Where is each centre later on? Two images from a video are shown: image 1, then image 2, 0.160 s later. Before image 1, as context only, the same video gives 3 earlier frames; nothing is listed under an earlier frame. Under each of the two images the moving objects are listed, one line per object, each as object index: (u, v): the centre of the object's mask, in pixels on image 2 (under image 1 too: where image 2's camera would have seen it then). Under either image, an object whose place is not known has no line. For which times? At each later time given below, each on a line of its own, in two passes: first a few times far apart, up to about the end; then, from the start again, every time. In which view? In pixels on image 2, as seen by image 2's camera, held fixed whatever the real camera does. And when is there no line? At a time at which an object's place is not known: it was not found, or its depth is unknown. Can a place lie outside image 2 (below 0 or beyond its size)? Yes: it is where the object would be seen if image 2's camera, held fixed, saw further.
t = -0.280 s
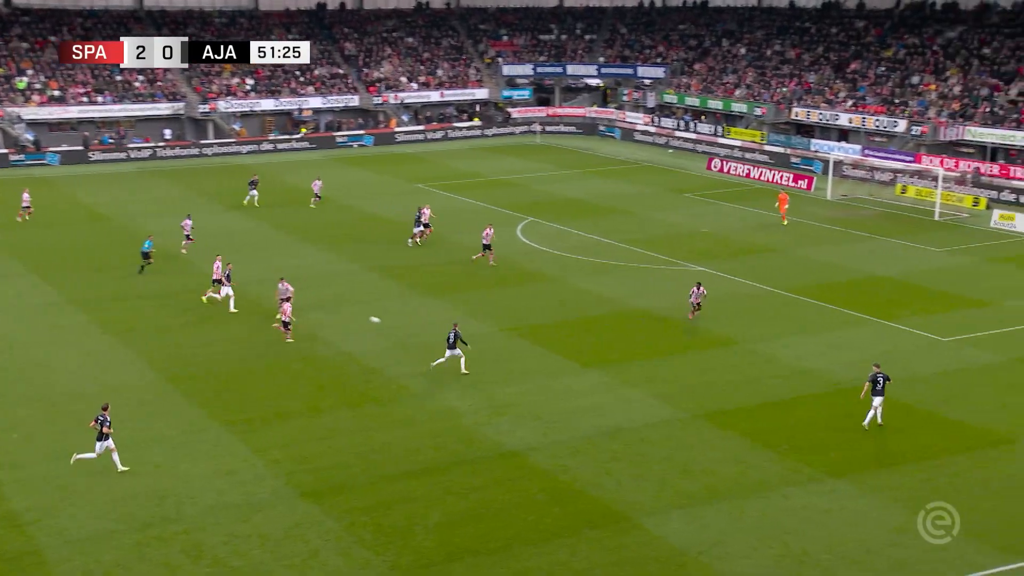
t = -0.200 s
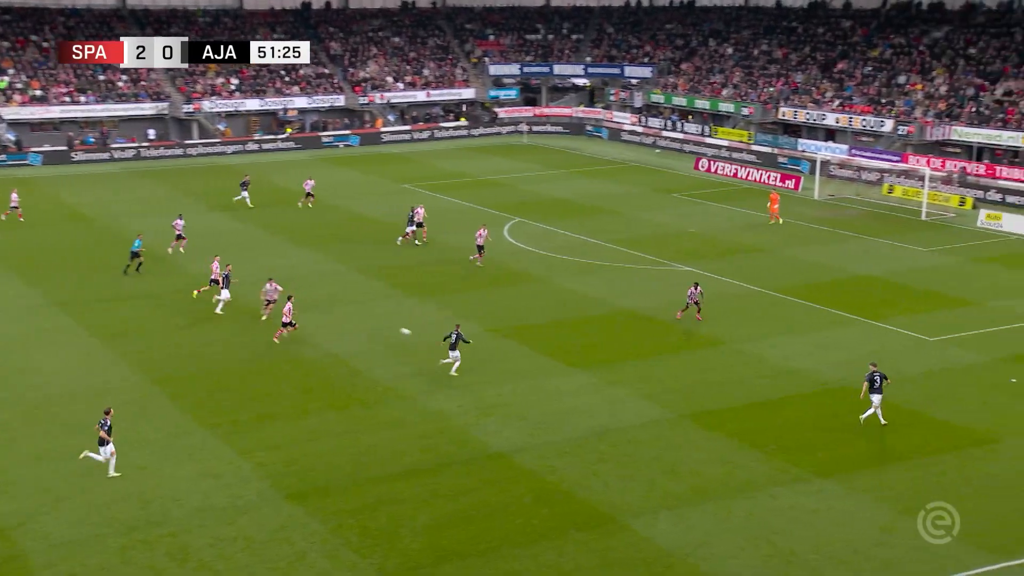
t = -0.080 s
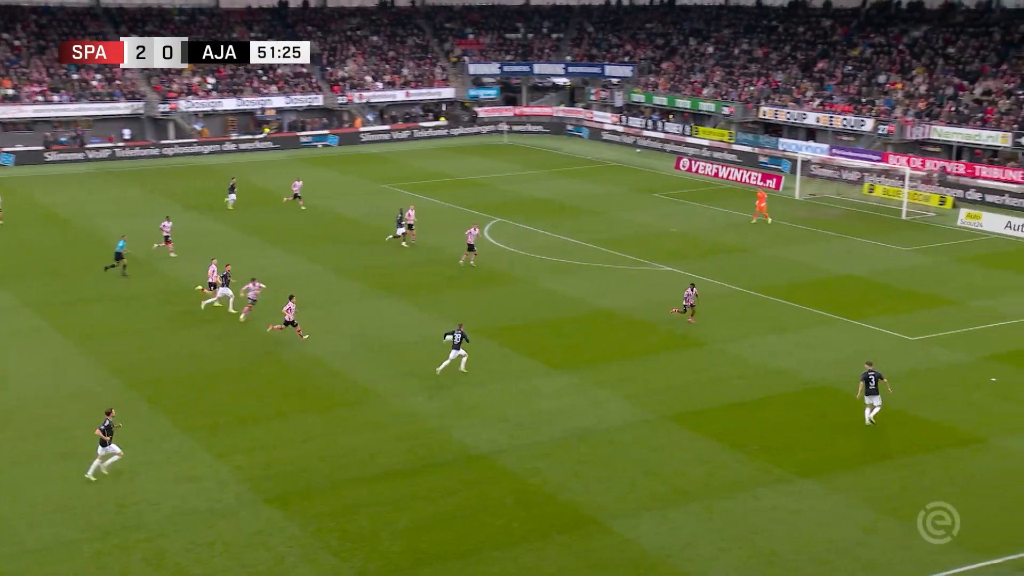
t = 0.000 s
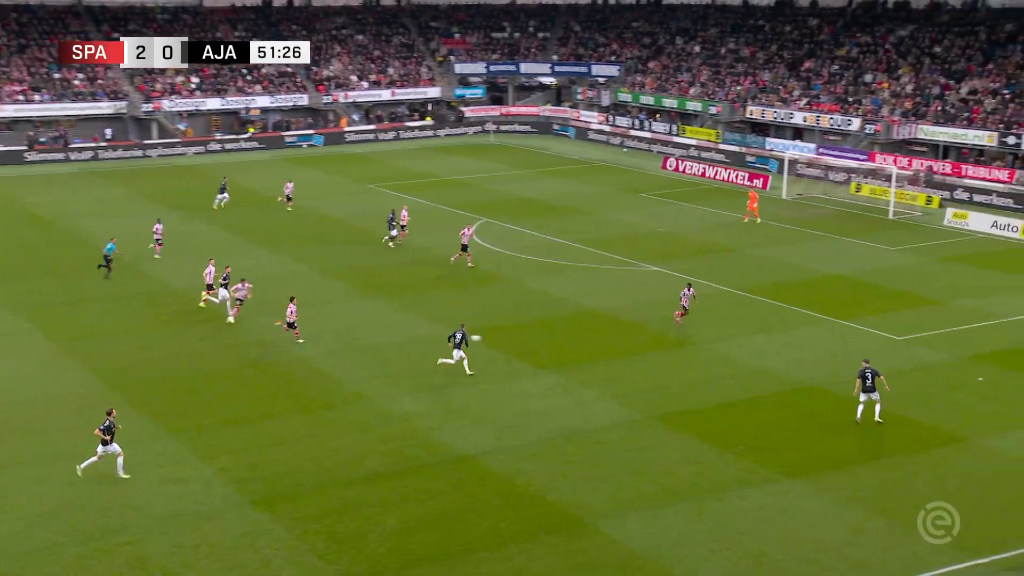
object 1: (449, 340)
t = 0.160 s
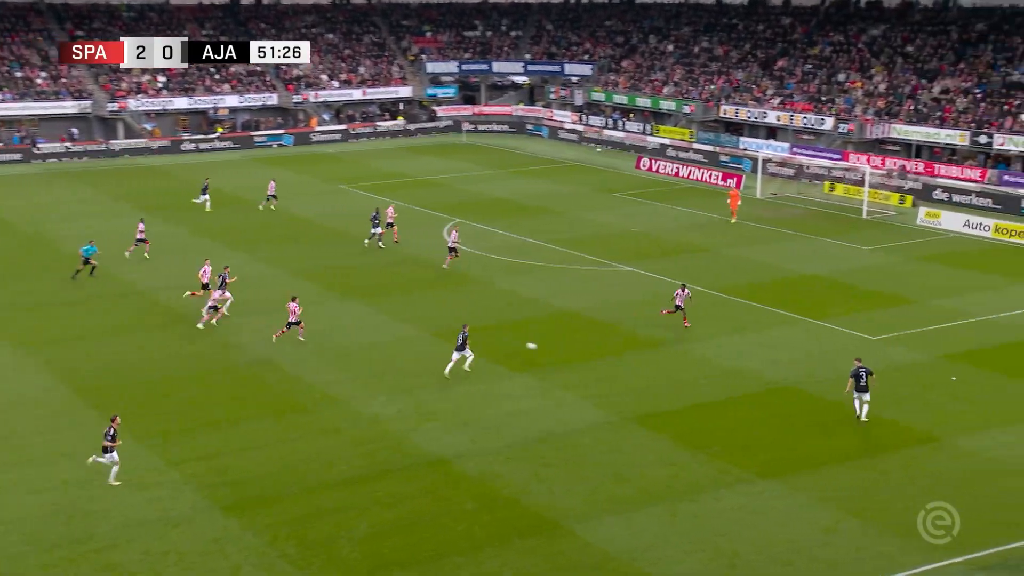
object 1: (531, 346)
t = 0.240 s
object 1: (572, 353)
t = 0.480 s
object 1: (690, 362)
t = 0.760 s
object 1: (821, 380)
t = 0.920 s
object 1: (890, 382)
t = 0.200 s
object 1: (552, 349)
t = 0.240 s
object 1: (572, 353)
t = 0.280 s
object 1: (593, 357)
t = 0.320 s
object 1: (613, 363)
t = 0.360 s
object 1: (633, 364)
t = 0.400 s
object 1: (652, 362)
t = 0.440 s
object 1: (671, 362)
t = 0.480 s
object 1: (690, 362)
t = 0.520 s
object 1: (708, 362)
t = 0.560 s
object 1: (727, 364)
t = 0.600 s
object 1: (746, 366)
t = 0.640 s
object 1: (765, 369)
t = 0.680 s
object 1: (784, 372)
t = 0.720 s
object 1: (803, 376)
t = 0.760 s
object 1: (821, 380)
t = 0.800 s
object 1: (839, 380)
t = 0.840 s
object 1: (856, 380)
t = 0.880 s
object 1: (872, 380)
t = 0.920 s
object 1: (890, 382)
